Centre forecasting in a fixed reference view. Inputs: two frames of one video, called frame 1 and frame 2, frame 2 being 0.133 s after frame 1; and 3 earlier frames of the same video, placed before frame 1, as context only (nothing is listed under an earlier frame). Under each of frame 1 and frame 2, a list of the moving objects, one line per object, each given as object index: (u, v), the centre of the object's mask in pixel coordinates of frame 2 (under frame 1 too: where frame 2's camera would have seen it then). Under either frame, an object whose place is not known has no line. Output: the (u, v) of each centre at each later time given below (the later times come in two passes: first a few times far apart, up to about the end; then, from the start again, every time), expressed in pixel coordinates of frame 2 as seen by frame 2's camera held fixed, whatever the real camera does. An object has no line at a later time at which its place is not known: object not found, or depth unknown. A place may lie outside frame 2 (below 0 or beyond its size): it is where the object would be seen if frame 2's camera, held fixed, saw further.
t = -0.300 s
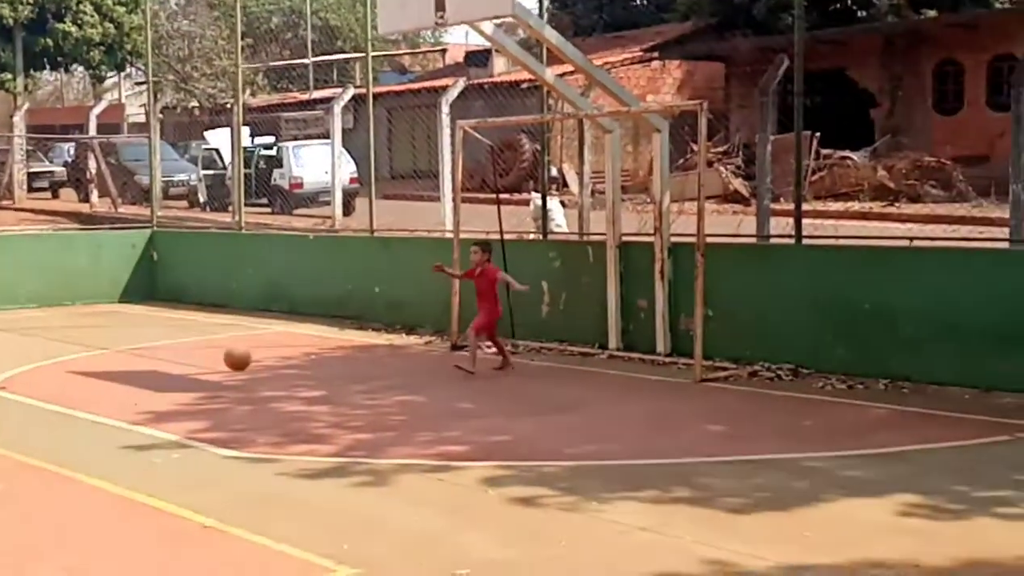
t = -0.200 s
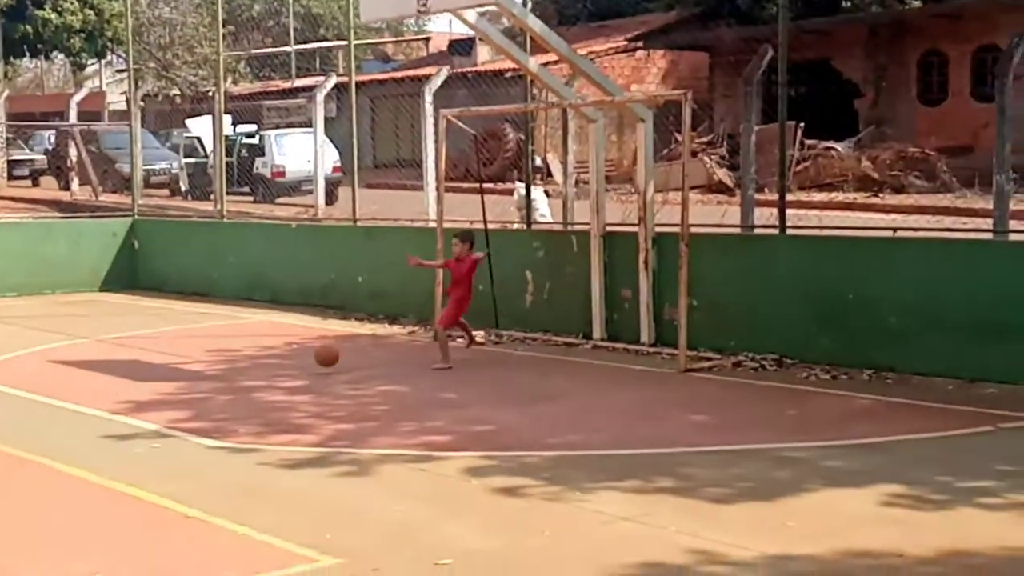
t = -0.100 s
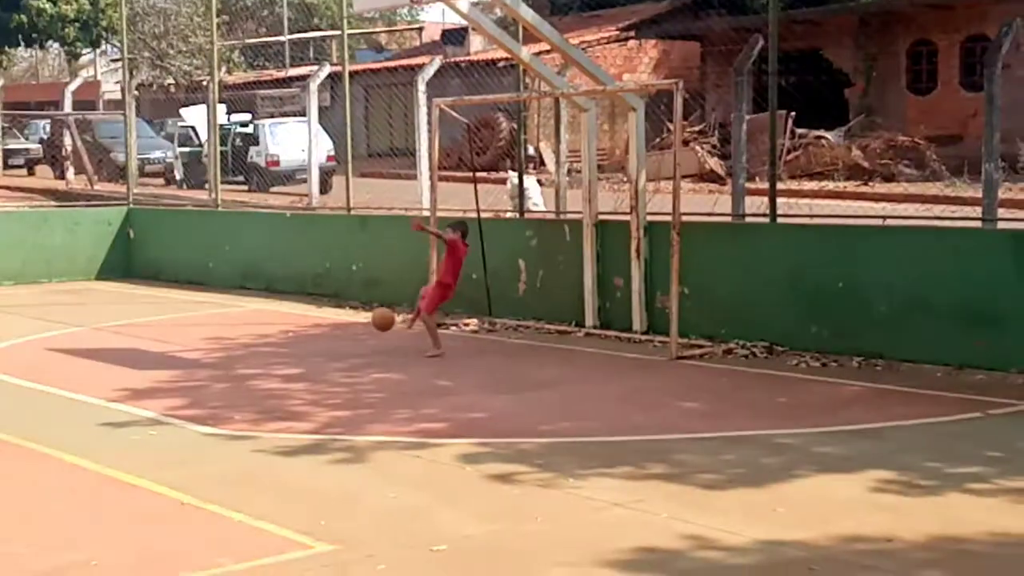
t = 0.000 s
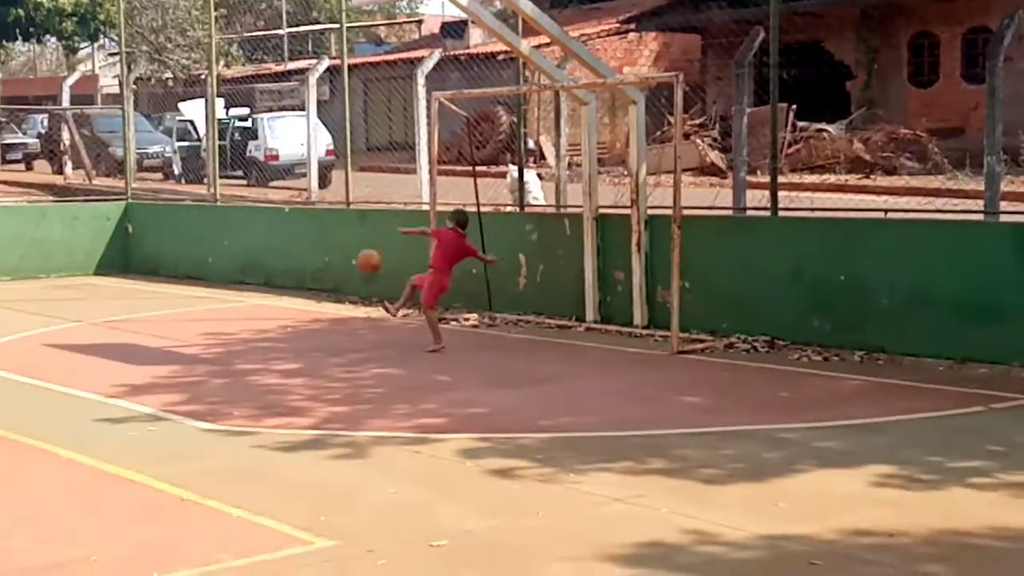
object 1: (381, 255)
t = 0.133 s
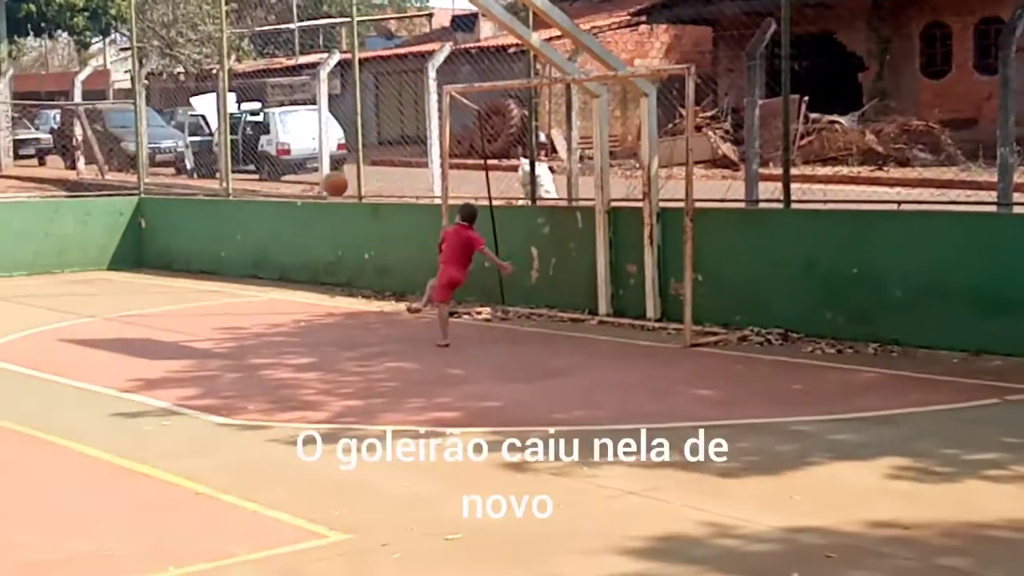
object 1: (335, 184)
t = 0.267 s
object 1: (283, 129)
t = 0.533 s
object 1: (172, 81)
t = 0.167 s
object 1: (323, 168)
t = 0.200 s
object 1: (310, 155)
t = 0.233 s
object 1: (297, 142)
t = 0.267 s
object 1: (283, 129)
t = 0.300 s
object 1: (271, 117)
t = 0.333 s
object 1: (259, 108)
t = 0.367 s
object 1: (245, 100)
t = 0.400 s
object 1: (231, 92)
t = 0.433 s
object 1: (216, 87)
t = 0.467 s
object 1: (202, 82)
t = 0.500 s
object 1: (187, 81)
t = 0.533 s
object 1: (172, 81)
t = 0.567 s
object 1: (157, 81)
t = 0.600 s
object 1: (141, 84)
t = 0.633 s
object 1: (126, 87)
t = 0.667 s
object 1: (110, 93)
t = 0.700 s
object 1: (96, 100)
